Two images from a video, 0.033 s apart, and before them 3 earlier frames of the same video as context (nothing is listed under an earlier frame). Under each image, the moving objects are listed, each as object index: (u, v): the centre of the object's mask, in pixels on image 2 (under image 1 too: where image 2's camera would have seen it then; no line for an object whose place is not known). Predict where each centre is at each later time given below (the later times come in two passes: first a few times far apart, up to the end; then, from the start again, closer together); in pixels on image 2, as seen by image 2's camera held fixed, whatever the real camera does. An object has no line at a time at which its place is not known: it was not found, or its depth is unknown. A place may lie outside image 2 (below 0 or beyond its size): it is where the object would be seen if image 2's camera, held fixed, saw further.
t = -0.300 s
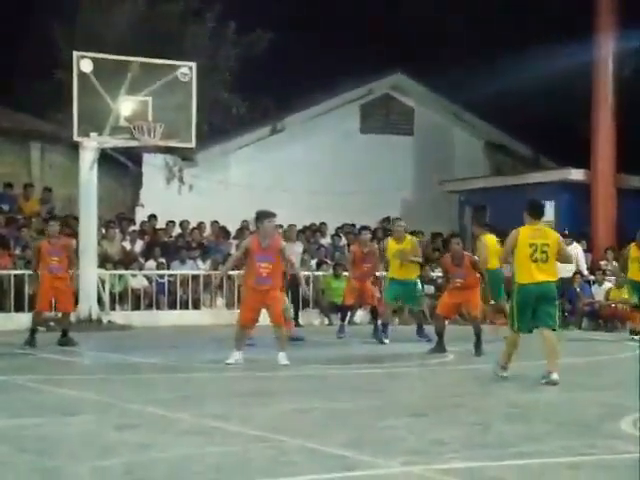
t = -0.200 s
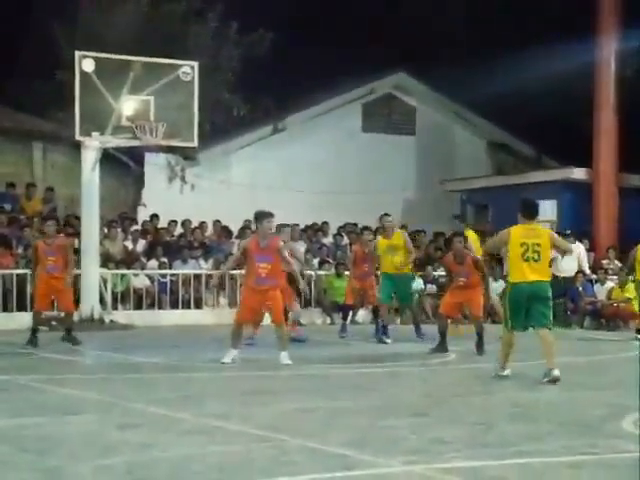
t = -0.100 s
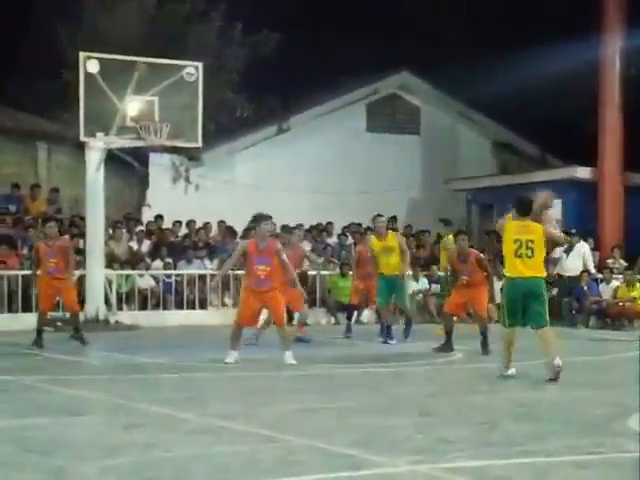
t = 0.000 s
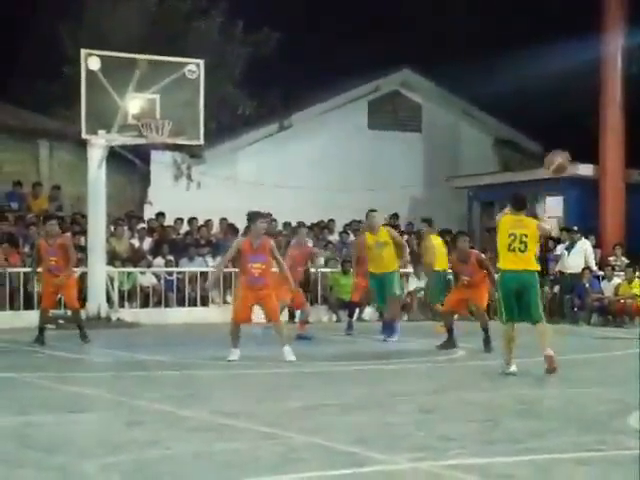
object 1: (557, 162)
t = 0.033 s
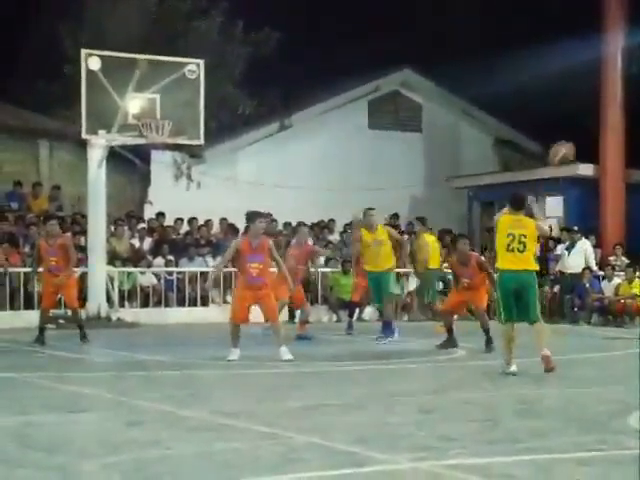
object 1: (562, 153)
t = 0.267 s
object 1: (591, 125)
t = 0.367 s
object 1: (600, 129)
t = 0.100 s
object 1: (571, 140)
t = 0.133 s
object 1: (575, 134)
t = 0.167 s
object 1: (579, 130)
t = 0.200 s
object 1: (583, 128)
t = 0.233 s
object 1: (587, 126)
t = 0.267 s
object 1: (591, 125)
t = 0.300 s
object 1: (594, 126)
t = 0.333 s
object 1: (598, 127)
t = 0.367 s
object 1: (600, 129)
